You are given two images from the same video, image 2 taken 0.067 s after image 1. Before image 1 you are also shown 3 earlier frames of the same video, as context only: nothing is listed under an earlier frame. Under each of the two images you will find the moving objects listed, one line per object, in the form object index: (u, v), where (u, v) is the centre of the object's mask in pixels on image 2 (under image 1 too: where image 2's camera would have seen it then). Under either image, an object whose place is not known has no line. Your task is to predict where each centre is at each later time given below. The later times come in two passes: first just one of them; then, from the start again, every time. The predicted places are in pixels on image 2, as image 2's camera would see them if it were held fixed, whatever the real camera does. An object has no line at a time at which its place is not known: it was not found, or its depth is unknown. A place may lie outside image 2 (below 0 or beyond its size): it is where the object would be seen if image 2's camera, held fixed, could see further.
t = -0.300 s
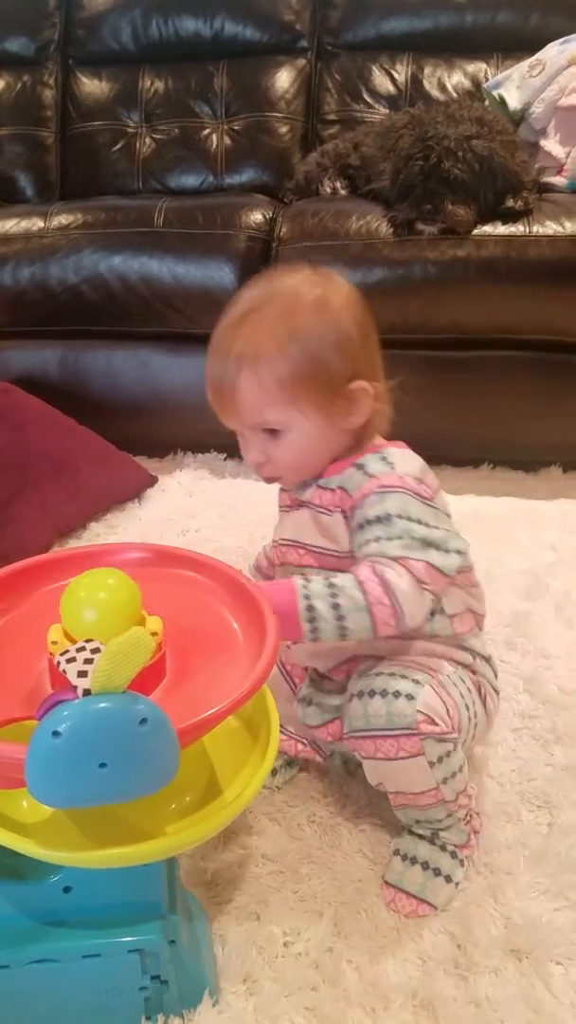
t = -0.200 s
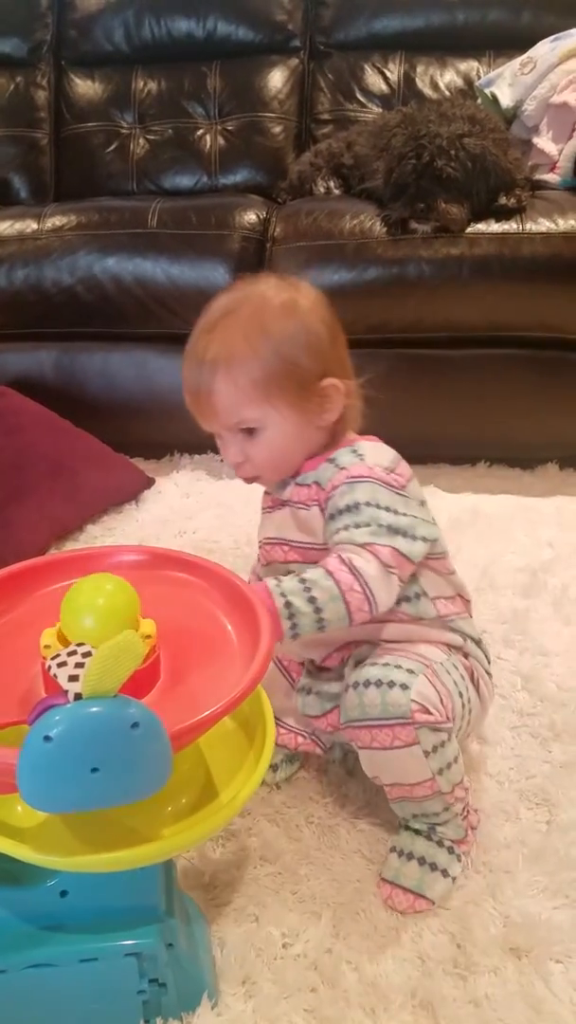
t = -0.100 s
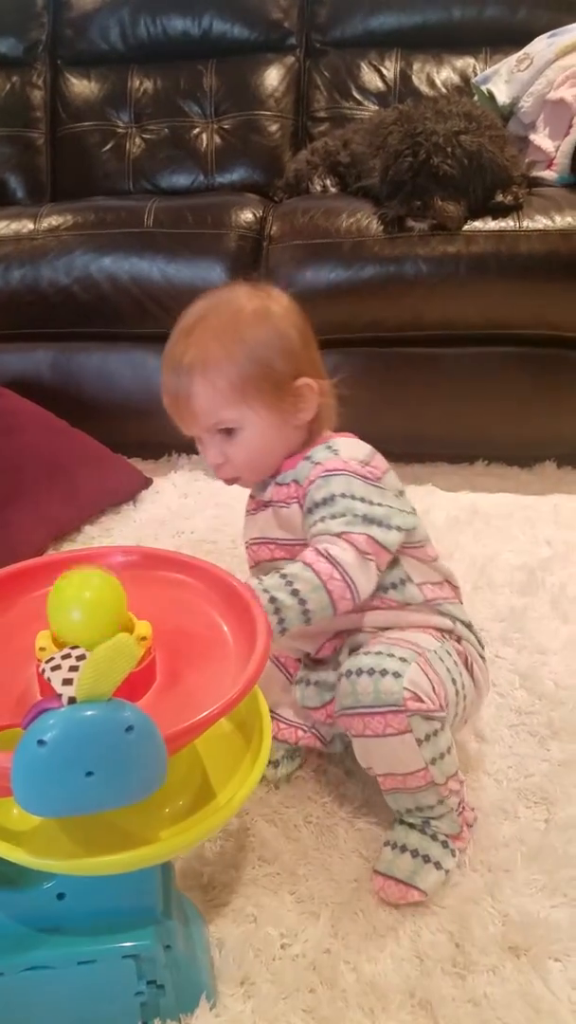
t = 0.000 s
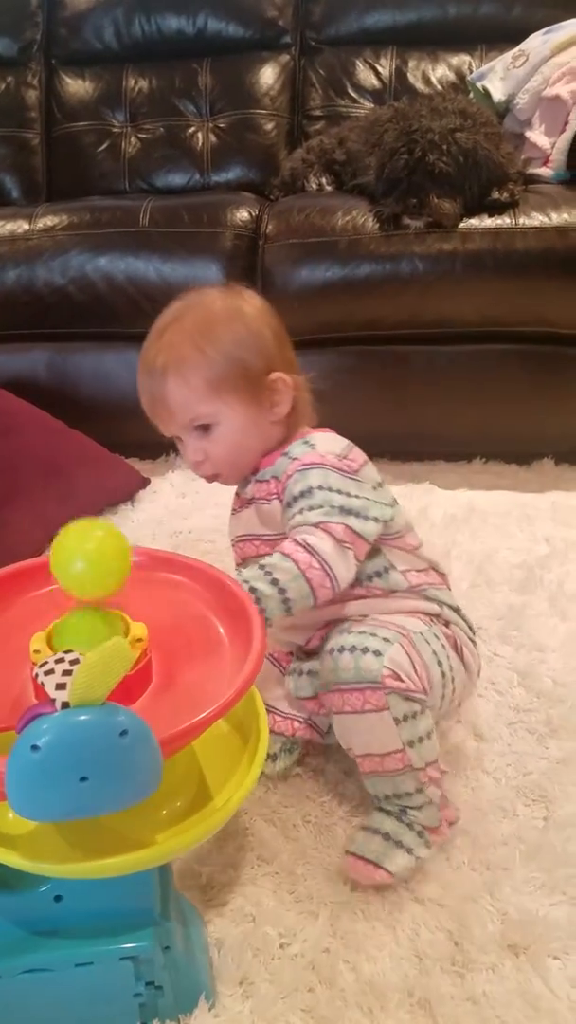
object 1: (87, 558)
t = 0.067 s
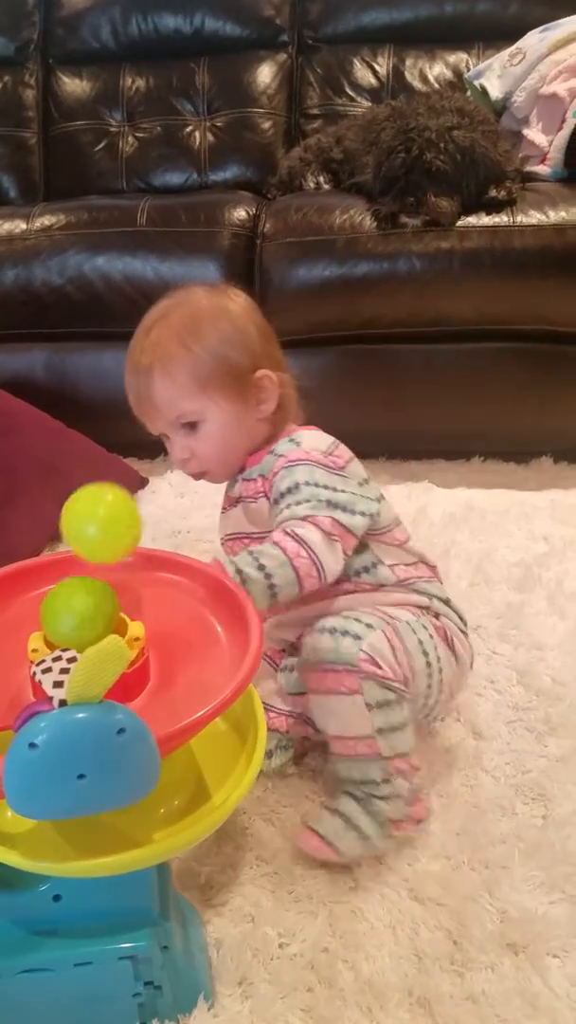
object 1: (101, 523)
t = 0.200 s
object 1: (142, 564)
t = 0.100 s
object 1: (111, 514)
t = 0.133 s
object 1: (121, 518)
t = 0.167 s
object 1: (131, 535)
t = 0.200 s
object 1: (142, 564)
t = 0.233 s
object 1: (162, 587)
